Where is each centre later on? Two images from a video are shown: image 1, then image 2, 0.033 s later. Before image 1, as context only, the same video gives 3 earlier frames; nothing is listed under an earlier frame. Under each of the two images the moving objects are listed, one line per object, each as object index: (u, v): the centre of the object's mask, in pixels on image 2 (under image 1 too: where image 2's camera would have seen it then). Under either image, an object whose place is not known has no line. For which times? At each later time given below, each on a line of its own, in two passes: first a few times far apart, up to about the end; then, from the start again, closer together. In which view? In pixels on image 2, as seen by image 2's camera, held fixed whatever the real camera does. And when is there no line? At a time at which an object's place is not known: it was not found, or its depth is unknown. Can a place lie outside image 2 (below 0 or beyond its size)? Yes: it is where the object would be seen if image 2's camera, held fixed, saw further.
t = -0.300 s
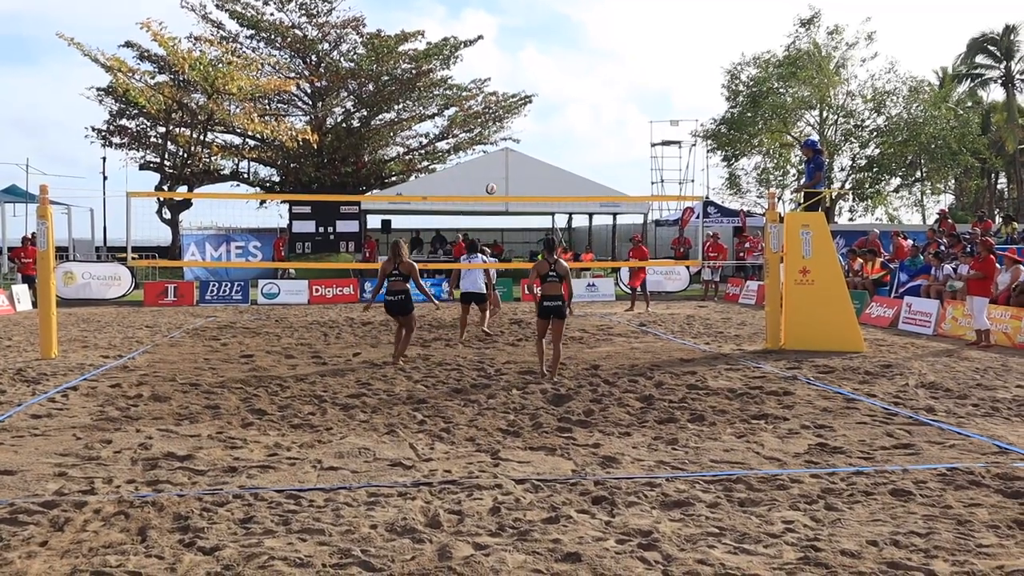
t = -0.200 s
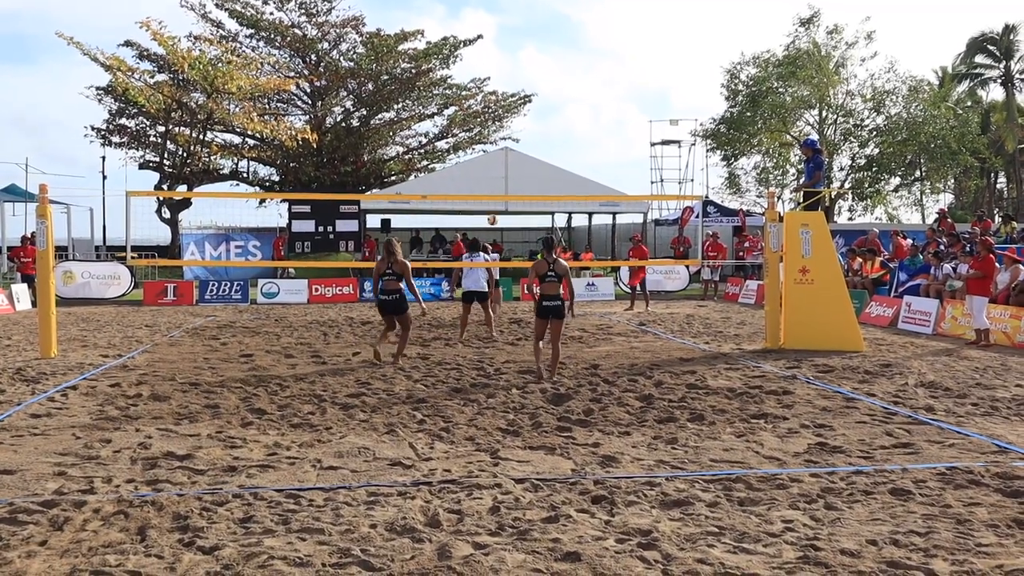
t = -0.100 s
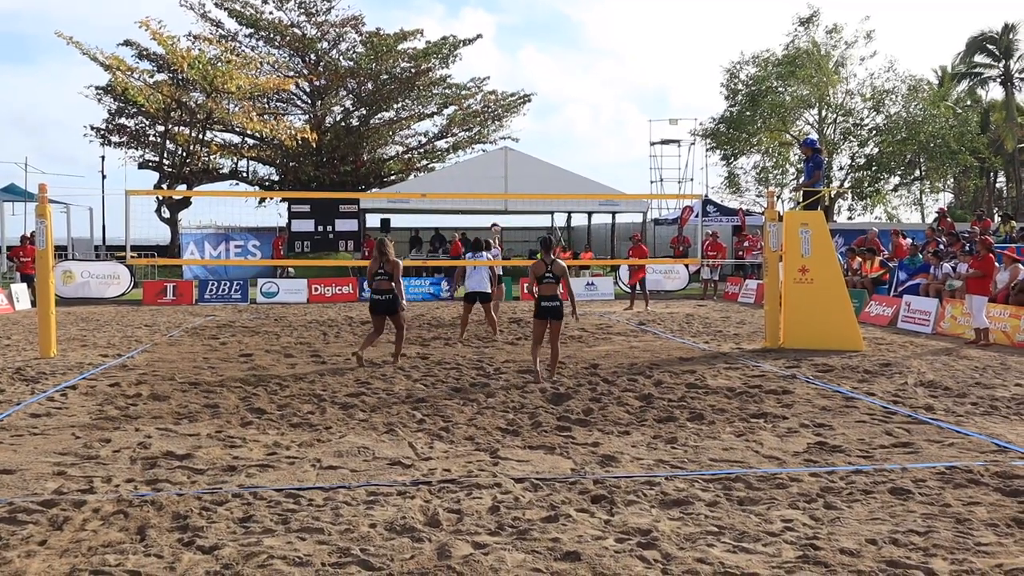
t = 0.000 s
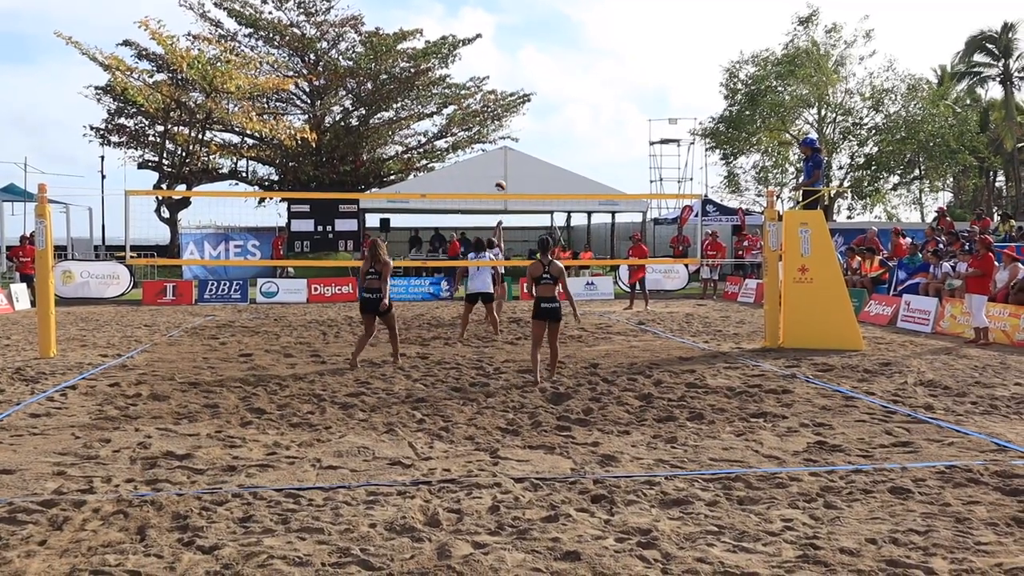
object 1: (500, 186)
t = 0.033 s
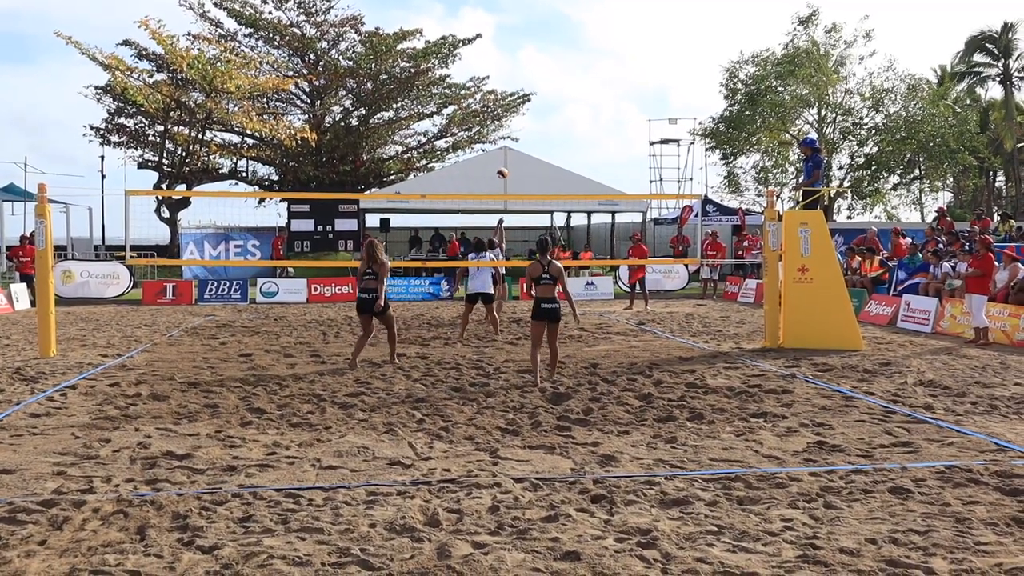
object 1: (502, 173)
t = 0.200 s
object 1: (510, 118)
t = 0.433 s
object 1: (520, 63)
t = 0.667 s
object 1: (531, 36)
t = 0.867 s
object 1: (541, 36)
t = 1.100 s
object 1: (552, 65)
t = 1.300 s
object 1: (561, 117)
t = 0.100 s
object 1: (505, 149)
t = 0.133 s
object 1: (507, 138)
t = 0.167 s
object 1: (508, 128)
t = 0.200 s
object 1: (510, 118)
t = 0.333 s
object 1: (516, 83)
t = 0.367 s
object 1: (517, 75)
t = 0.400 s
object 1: (518, 69)
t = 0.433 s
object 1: (520, 63)
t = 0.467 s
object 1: (522, 57)
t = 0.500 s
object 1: (523, 52)
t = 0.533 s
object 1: (525, 48)
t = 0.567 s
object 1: (526, 44)
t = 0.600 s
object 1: (528, 41)
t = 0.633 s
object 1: (530, 38)
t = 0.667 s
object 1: (531, 36)
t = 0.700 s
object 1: (533, 34)
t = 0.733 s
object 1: (534, 33)
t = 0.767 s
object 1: (536, 33)
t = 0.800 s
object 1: (537, 34)
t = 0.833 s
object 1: (539, 34)
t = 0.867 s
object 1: (541, 36)
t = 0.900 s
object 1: (542, 38)
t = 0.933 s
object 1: (544, 41)
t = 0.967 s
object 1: (545, 44)
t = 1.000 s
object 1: (547, 48)
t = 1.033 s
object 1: (549, 53)
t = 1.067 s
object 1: (550, 59)
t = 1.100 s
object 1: (552, 65)
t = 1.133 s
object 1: (553, 72)
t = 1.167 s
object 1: (555, 79)
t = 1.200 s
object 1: (556, 88)
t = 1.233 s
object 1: (558, 97)
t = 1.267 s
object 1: (559, 106)
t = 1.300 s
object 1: (561, 117)
